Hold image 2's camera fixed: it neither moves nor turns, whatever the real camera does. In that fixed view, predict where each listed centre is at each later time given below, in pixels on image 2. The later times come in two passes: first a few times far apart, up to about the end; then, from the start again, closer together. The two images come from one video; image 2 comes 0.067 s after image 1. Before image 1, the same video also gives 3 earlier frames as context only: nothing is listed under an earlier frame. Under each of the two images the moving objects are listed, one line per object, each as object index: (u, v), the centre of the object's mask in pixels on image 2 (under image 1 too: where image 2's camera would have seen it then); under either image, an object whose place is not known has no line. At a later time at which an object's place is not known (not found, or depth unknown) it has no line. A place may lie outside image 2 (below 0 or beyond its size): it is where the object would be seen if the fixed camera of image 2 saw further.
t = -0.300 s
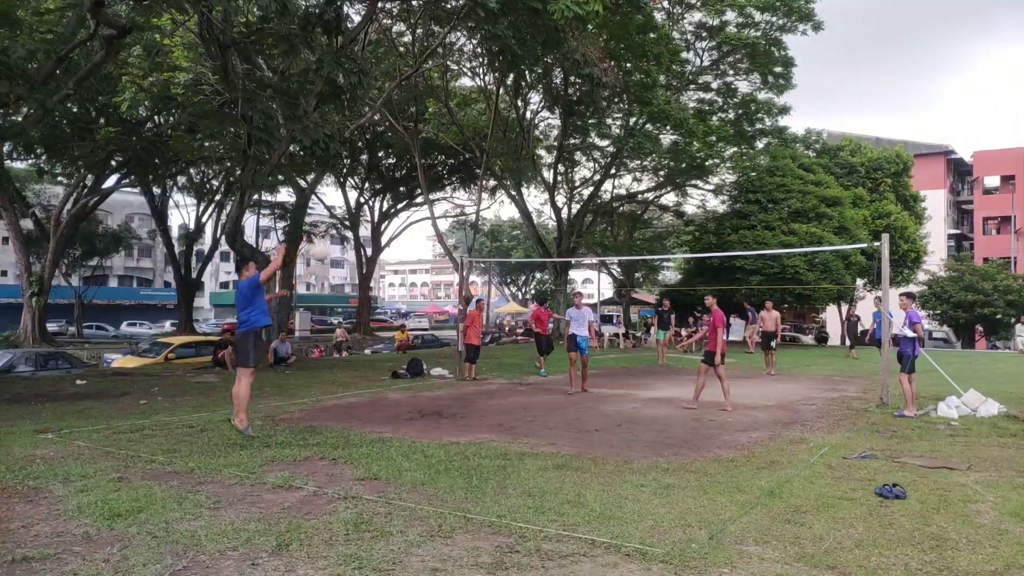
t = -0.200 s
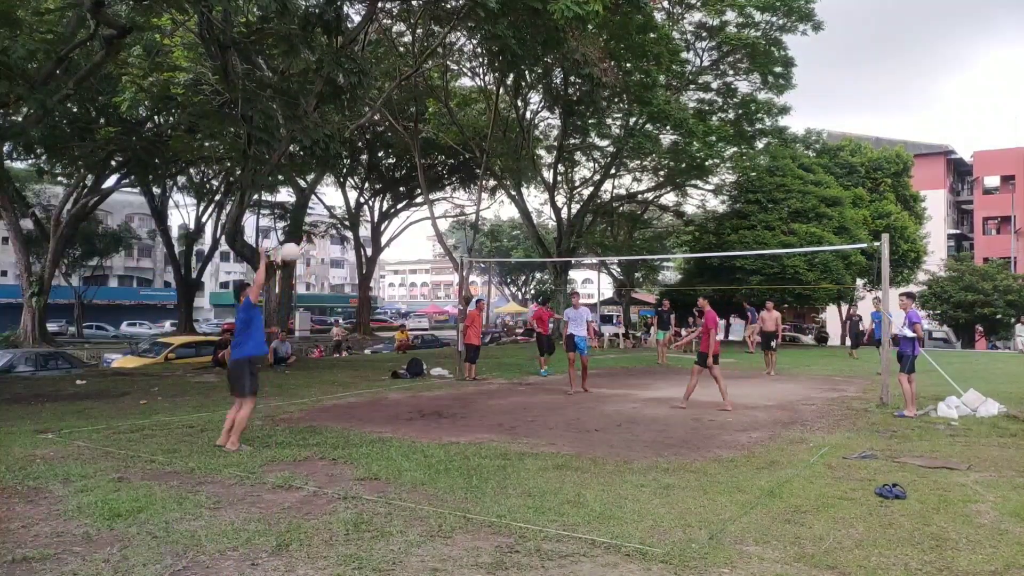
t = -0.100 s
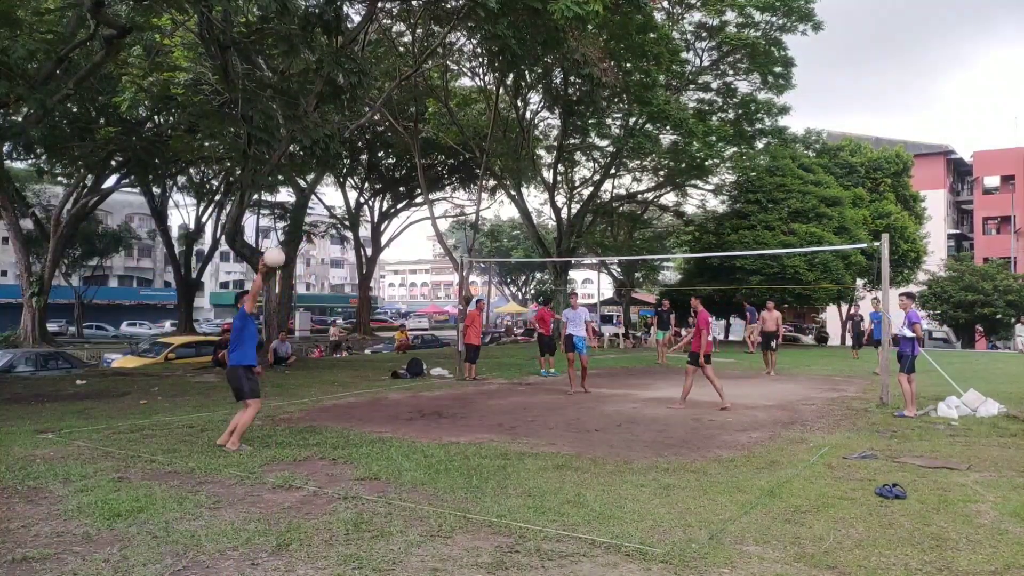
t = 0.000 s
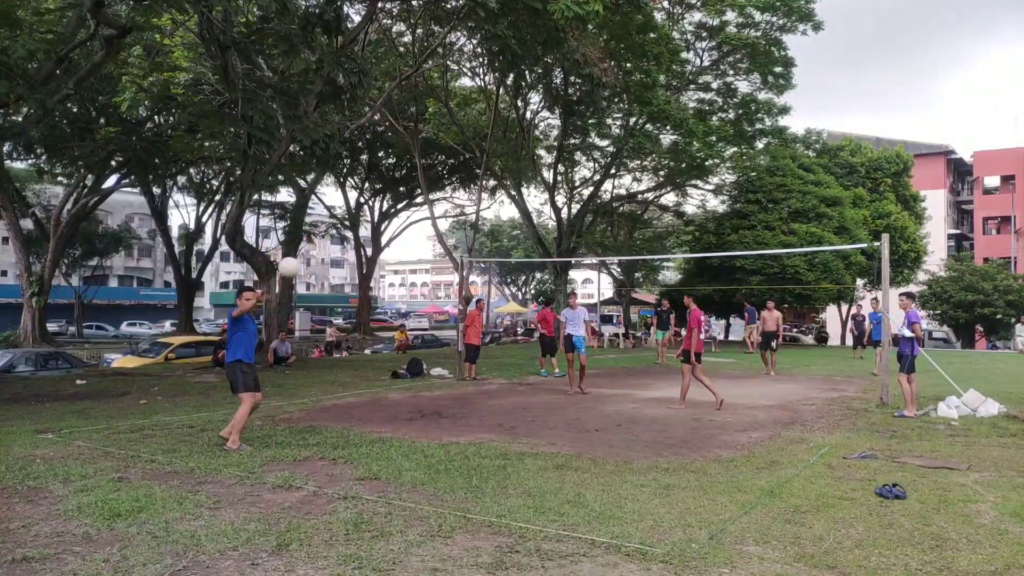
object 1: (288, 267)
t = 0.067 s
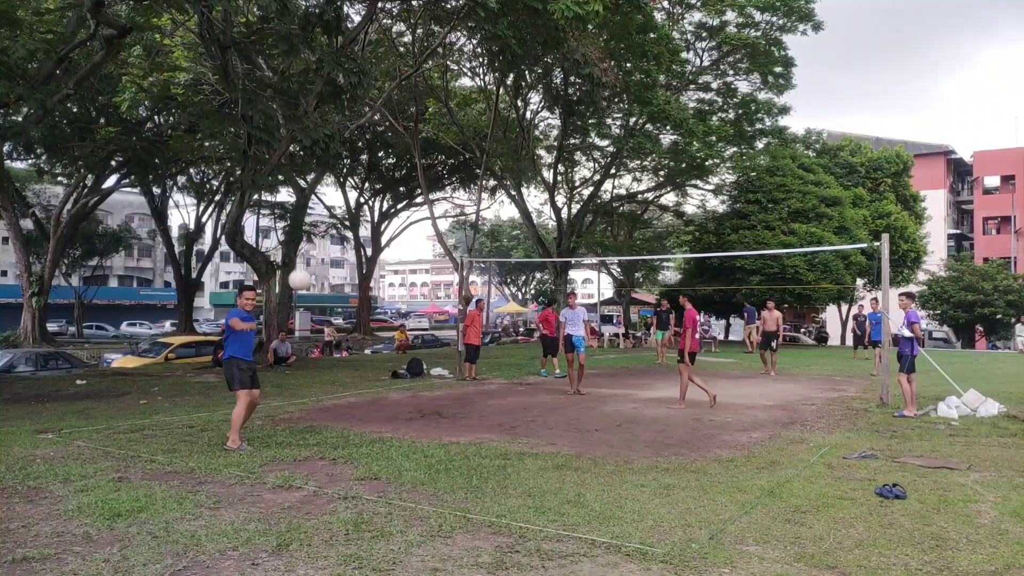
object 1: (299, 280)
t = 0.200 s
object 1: (322, 321)
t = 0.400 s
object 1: (356, 427)
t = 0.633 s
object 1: (371, 401)
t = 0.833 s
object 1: (375, 350)
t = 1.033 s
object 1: (379, 346)
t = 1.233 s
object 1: (382, 402)
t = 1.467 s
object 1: (387, 539)
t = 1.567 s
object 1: (401, 495)
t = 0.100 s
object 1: (305, 288)
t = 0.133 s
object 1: (311, 298)
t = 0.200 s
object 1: (322, 321)
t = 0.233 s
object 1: (328, 335)
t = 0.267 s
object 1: (333, 350)
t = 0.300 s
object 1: (339, 367)
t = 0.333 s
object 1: (345, 385)
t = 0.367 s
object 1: (351, 406)
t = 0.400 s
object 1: (356, 427)
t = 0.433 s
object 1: (362, 451)
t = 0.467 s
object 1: (368, 475)
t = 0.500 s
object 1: (368, 458)
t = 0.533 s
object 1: (369, 442)
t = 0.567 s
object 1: (370, 427)
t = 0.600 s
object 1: (370, 414)
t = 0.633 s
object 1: (371, 401)
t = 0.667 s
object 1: (372, 390)
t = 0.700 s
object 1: (372, 380)
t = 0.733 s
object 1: (373, 370)
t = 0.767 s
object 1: (374, 362)
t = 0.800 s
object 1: (374, 355)
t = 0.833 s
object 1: (375, 350)
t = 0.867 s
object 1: (376, 346)
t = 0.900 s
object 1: (376, 343)
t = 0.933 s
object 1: (377, 342)
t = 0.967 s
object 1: (378, 342)
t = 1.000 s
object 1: (378, 344)
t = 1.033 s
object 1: (379, 346)
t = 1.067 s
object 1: (379, 351)
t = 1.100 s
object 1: (380, 357)
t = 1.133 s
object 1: (381, 366)
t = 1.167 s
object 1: (381, 376)
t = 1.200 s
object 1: (382, 388)
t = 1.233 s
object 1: (382, 402)
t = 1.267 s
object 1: (383, 418)
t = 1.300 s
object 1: (383, 436)
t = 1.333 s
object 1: (384, 457)
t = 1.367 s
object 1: (384, 480)
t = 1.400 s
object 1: (384, 506)
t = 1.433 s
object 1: (385, 537)
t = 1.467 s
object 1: (387, 539)
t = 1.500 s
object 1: (391, 522)
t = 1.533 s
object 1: (396, 508)
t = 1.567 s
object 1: (401, 495)
